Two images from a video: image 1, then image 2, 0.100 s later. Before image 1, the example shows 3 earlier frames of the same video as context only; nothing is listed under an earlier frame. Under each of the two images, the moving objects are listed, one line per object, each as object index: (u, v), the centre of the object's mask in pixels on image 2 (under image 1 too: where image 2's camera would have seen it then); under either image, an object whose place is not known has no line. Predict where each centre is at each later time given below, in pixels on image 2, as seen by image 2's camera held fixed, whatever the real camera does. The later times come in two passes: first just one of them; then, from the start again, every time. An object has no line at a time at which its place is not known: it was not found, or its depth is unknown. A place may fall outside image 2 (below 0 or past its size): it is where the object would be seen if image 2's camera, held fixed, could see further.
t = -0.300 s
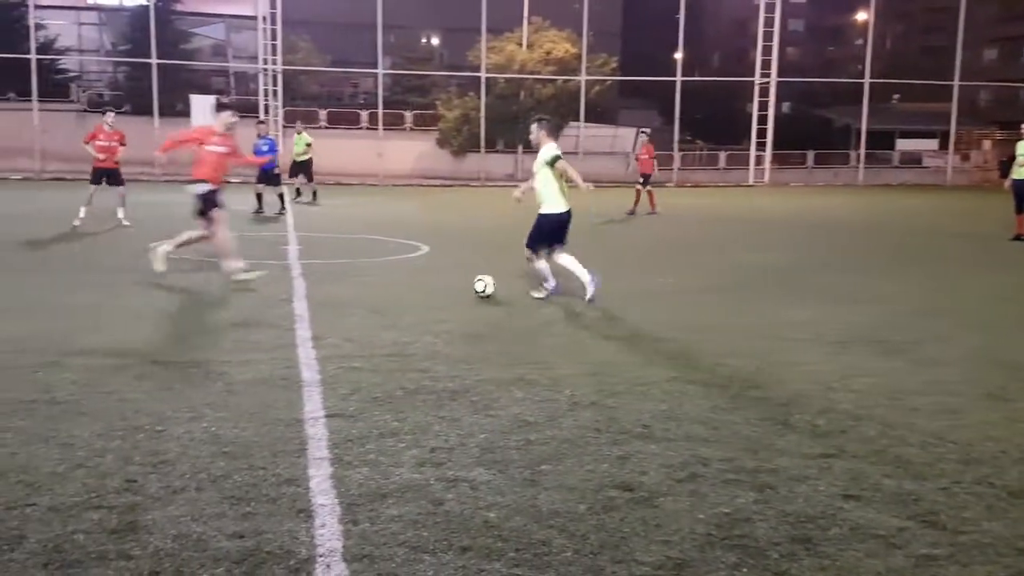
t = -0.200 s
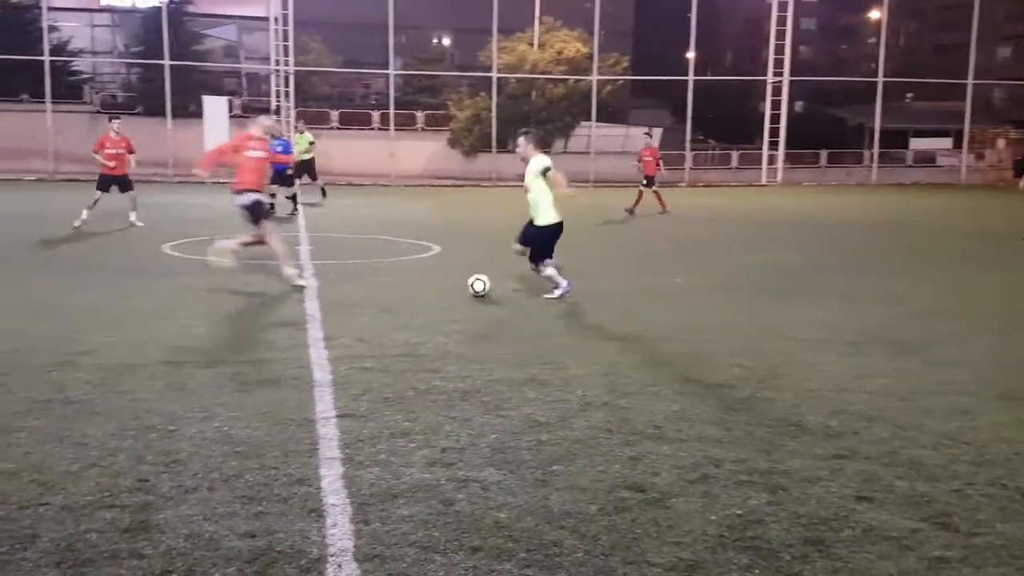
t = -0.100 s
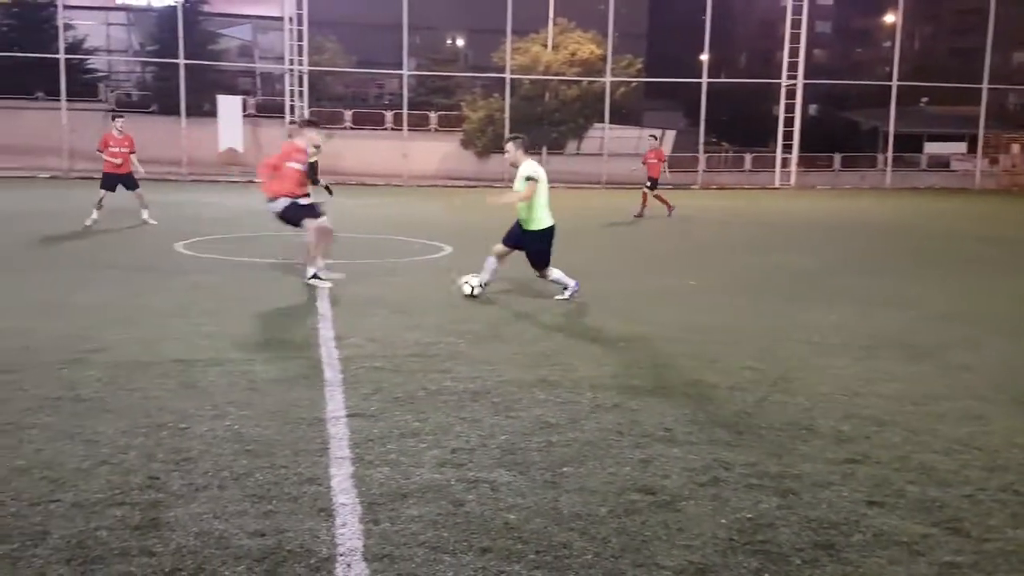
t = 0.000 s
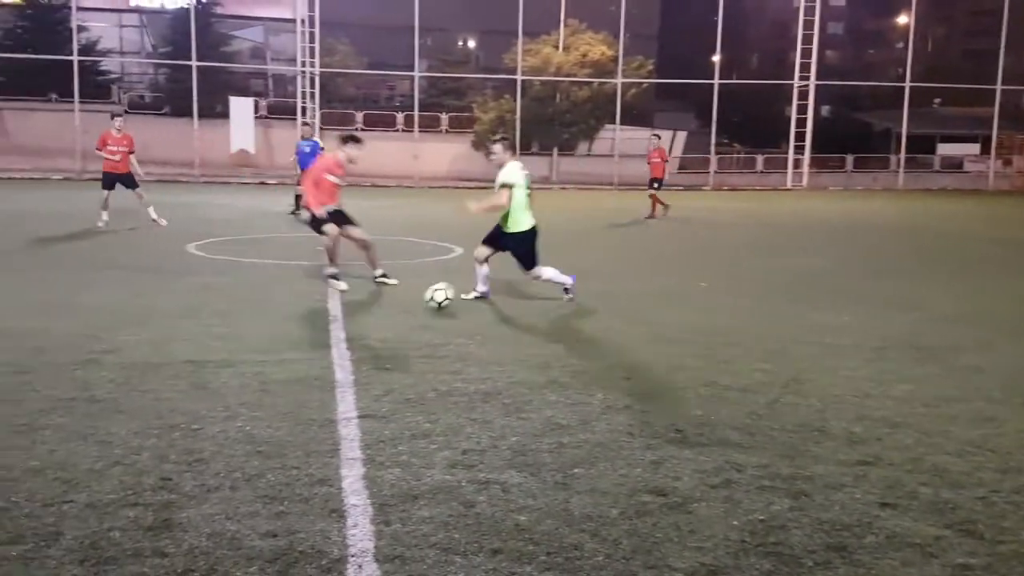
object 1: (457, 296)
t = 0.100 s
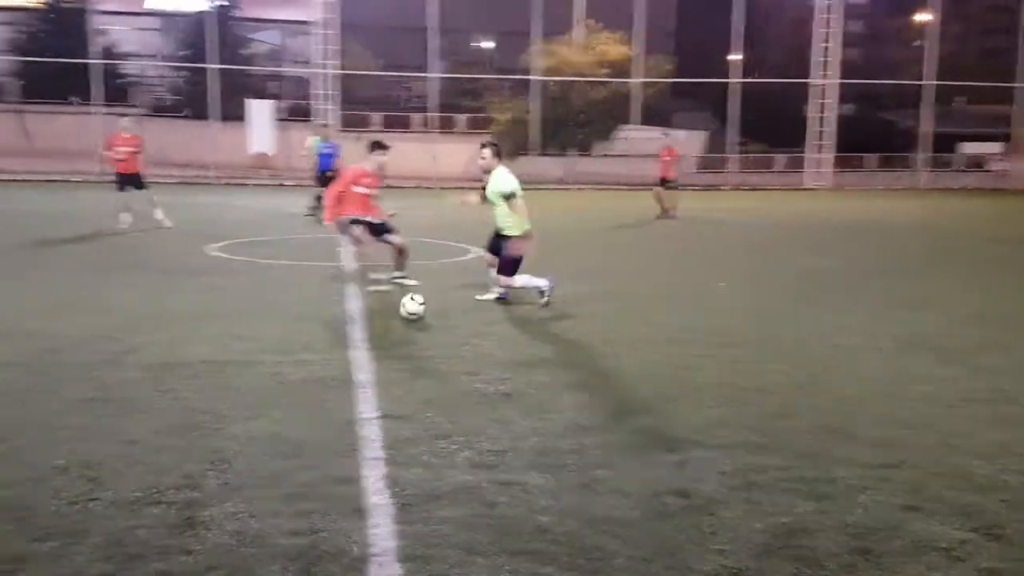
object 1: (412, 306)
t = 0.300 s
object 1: (313, 329)
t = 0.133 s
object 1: (397, 310)
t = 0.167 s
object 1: (381, 314)
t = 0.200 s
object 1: (365, 318)
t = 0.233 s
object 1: (347, 322)
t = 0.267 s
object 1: (331, 325)
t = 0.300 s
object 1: (313, 329)
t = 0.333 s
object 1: (296, 333)
